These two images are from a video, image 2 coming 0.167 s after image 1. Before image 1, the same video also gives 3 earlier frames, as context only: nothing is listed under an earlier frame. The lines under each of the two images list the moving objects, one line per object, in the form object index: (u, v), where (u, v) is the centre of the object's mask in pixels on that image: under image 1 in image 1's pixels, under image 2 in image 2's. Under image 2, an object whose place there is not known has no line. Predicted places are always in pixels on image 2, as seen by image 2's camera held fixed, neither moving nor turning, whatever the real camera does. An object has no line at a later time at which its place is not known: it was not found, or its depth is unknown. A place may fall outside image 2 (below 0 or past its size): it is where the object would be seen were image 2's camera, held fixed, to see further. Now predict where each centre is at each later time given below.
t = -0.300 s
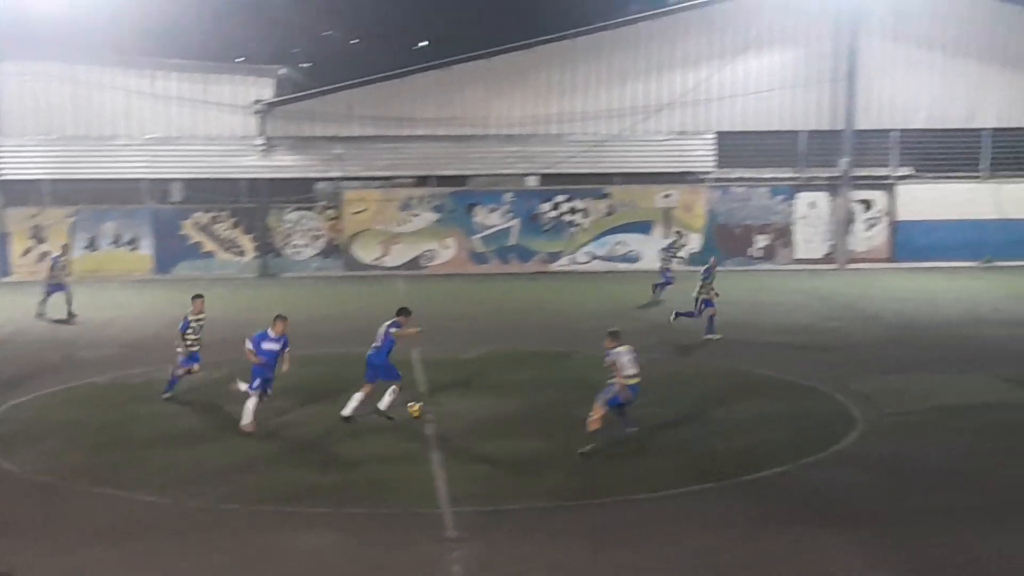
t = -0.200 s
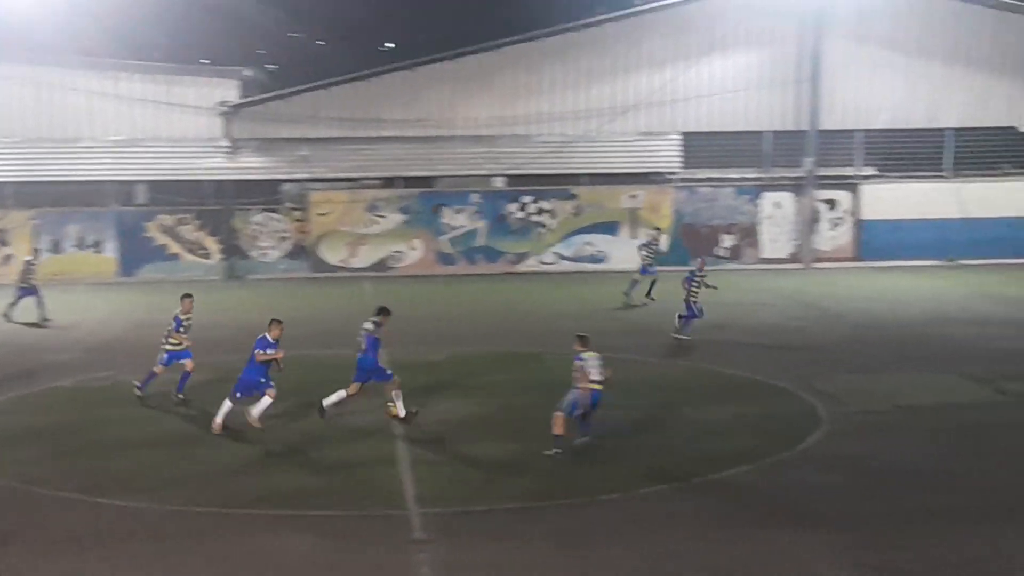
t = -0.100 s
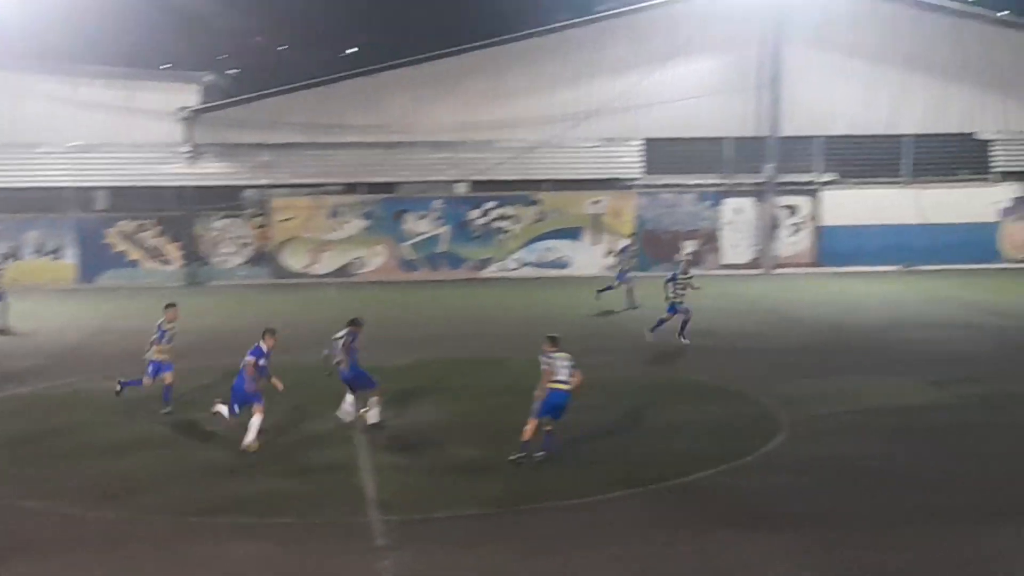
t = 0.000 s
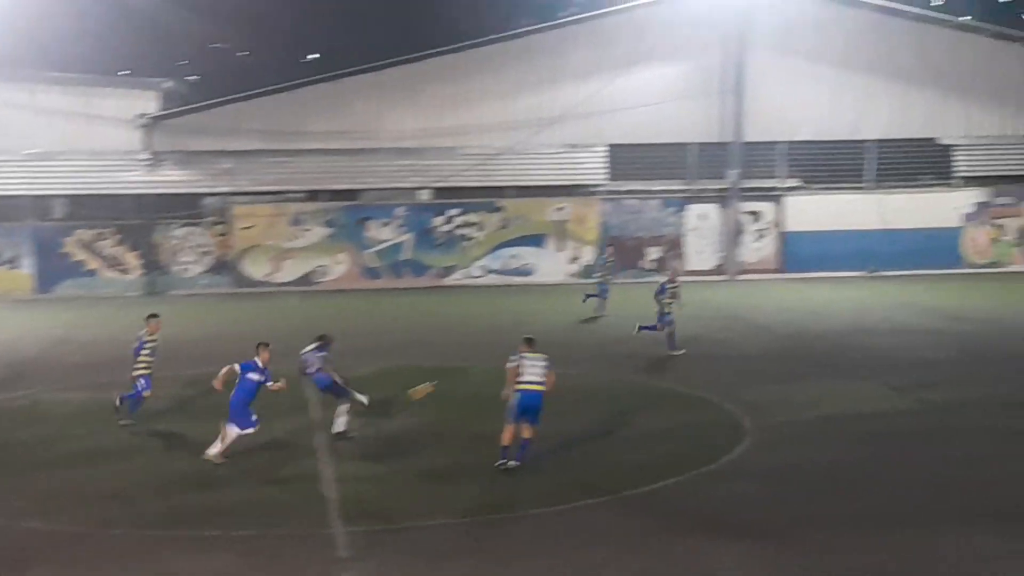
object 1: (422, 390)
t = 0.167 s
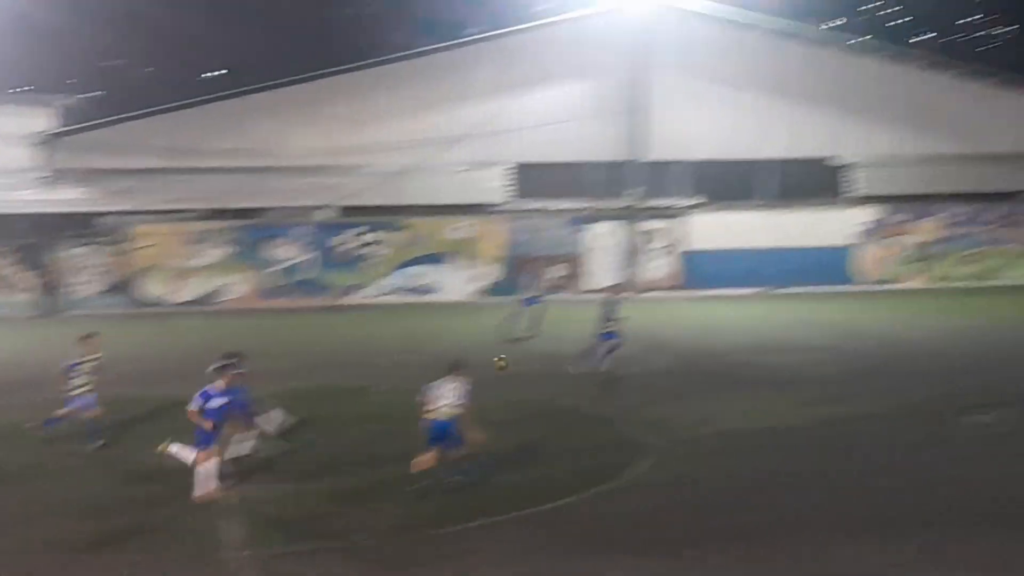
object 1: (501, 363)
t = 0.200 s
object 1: (534, 356)
